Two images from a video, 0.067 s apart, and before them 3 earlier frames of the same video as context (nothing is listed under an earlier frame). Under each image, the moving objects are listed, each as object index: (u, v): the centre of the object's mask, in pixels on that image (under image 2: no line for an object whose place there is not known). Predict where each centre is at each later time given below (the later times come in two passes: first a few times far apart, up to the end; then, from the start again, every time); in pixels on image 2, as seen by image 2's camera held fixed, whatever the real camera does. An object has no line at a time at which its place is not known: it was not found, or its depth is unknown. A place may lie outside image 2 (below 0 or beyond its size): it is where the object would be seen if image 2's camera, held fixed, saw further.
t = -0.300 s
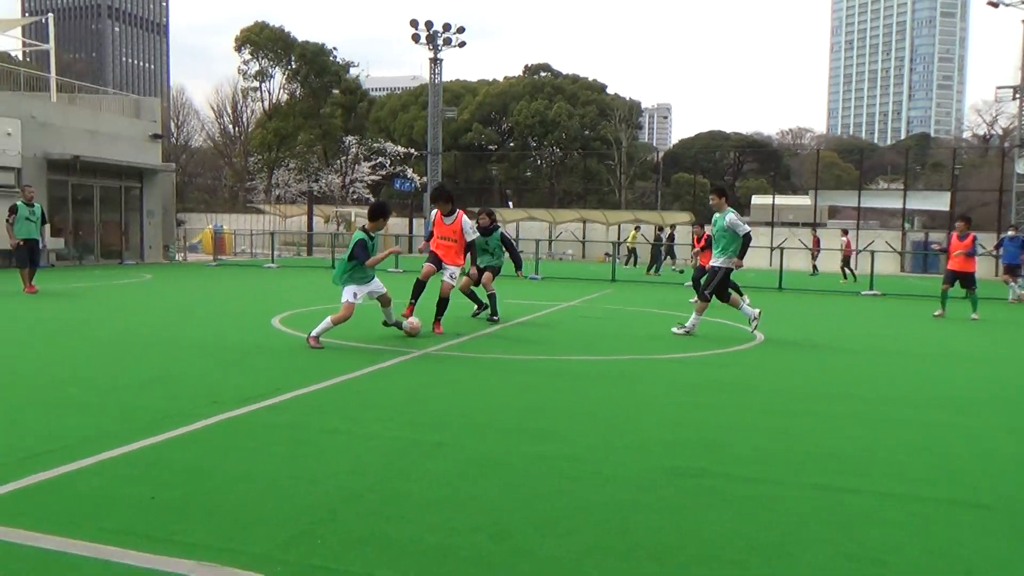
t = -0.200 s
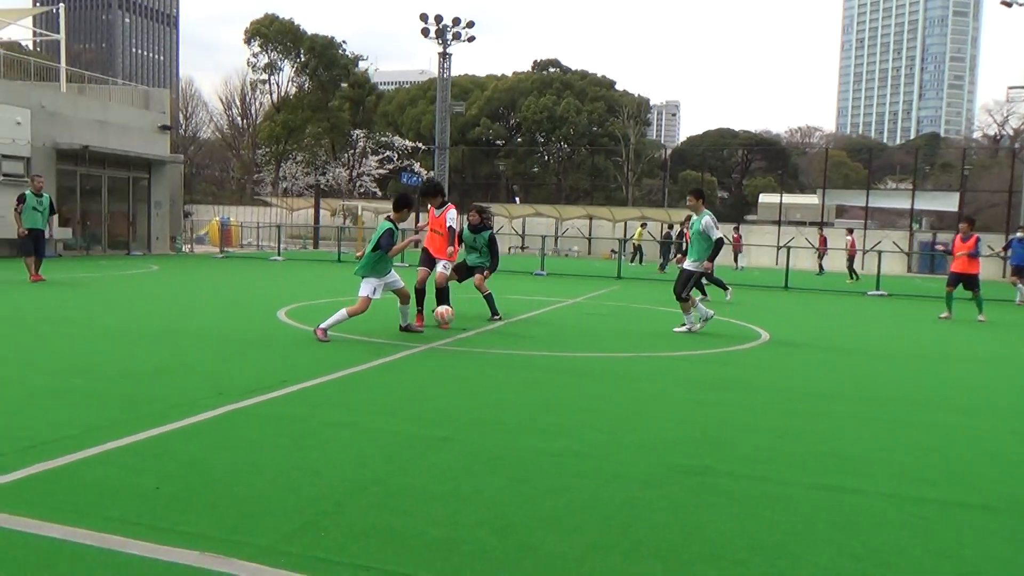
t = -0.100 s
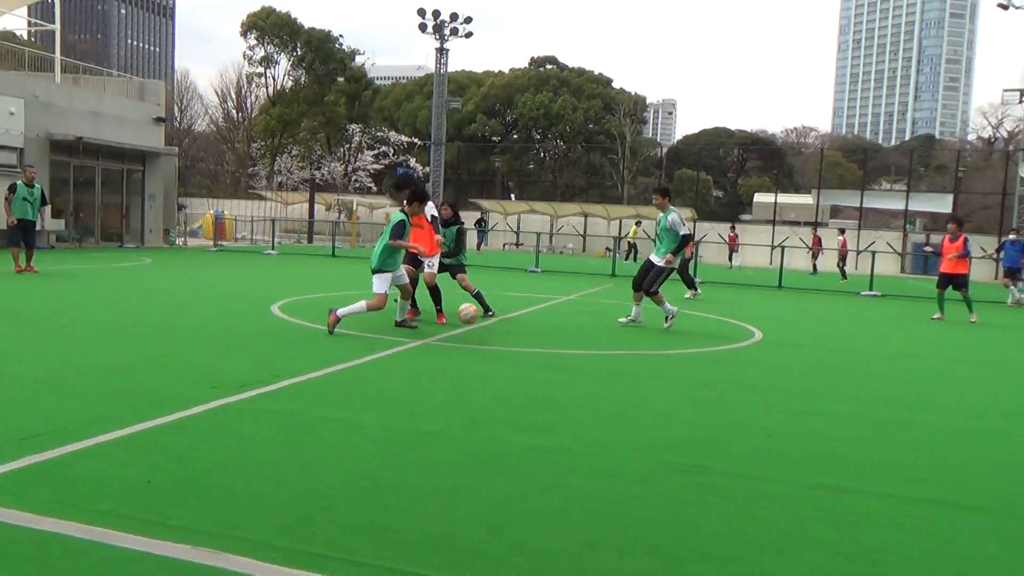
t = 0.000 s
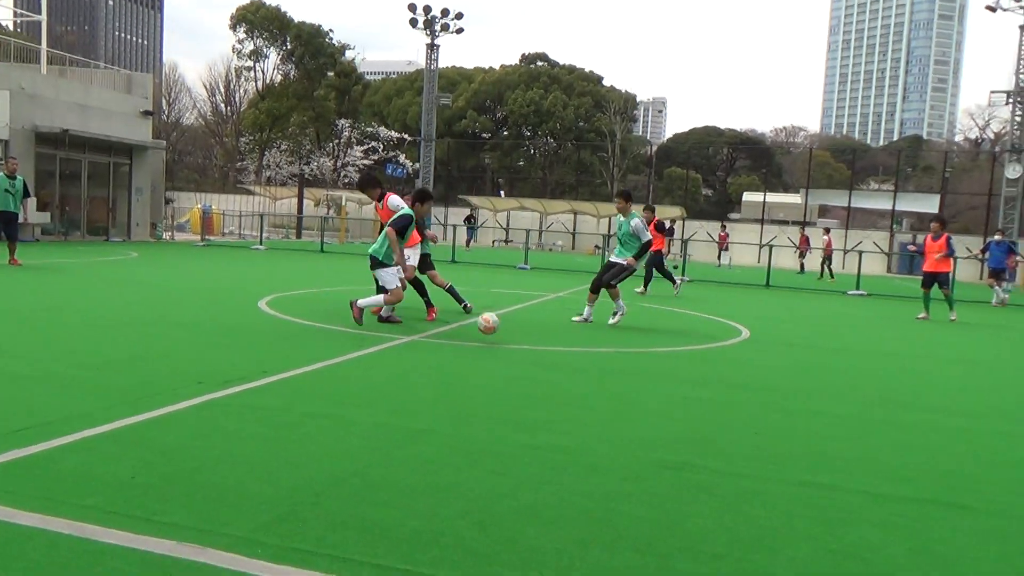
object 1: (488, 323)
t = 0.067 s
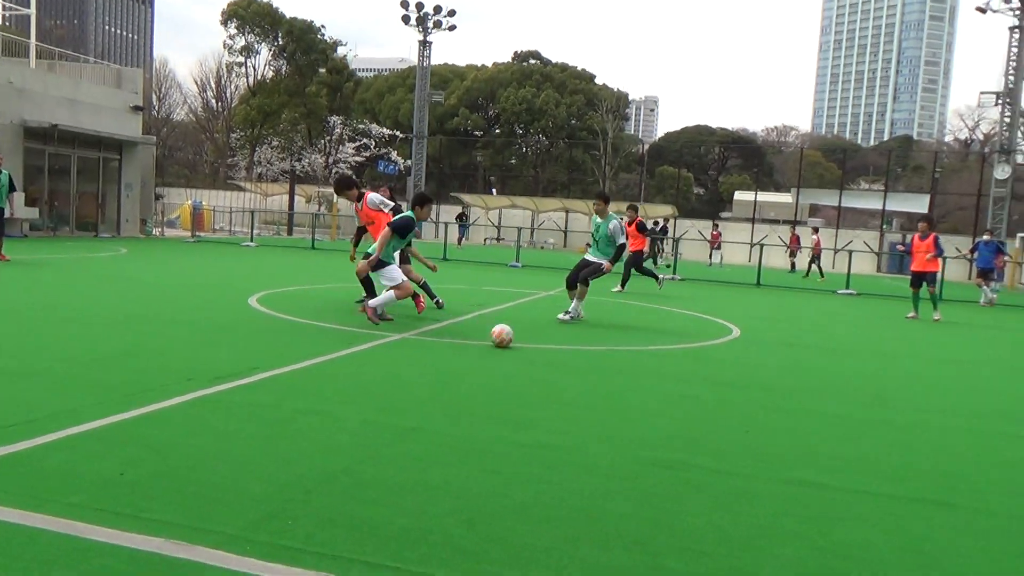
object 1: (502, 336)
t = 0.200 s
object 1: (538, 339)
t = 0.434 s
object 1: (597, 357)
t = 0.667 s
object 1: (644, 370)
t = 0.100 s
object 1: (510, 335)
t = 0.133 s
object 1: (520, 335)
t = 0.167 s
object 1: (529, 336)
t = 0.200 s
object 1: (538, 339)
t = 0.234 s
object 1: (548, 343)
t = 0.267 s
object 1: (558, 348)
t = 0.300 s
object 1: (566, 349)
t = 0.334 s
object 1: (574, 350)
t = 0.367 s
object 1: (582, 352)
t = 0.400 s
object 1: (590, 356)
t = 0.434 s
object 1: (597, 357)
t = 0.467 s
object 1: (604, 359)
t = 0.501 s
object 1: (611, 361)
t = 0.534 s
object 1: (617, 363)
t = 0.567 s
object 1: (624, 365)
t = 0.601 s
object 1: (631, 366)
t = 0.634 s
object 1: (637, 368)
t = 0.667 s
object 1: (644, 370)
